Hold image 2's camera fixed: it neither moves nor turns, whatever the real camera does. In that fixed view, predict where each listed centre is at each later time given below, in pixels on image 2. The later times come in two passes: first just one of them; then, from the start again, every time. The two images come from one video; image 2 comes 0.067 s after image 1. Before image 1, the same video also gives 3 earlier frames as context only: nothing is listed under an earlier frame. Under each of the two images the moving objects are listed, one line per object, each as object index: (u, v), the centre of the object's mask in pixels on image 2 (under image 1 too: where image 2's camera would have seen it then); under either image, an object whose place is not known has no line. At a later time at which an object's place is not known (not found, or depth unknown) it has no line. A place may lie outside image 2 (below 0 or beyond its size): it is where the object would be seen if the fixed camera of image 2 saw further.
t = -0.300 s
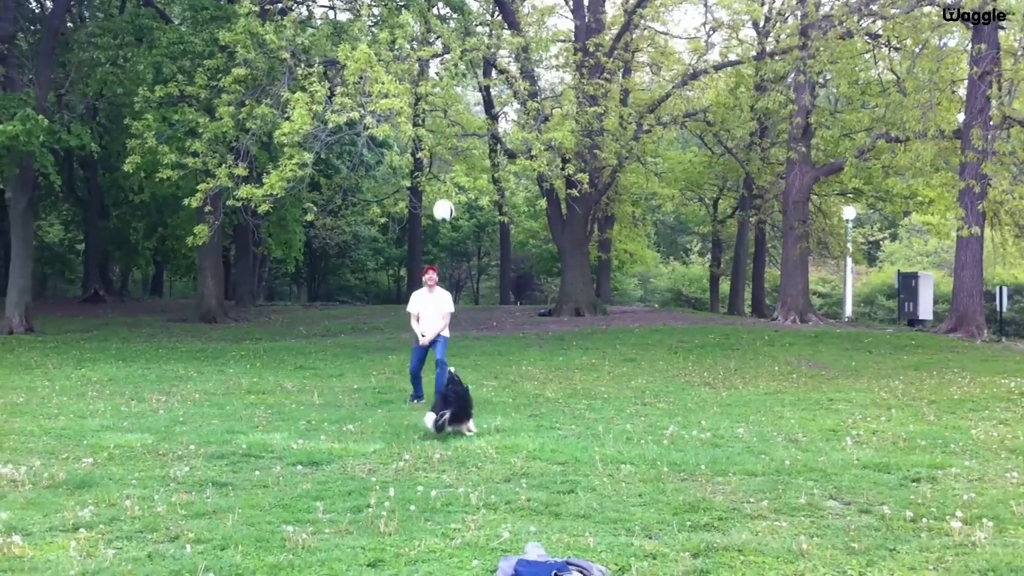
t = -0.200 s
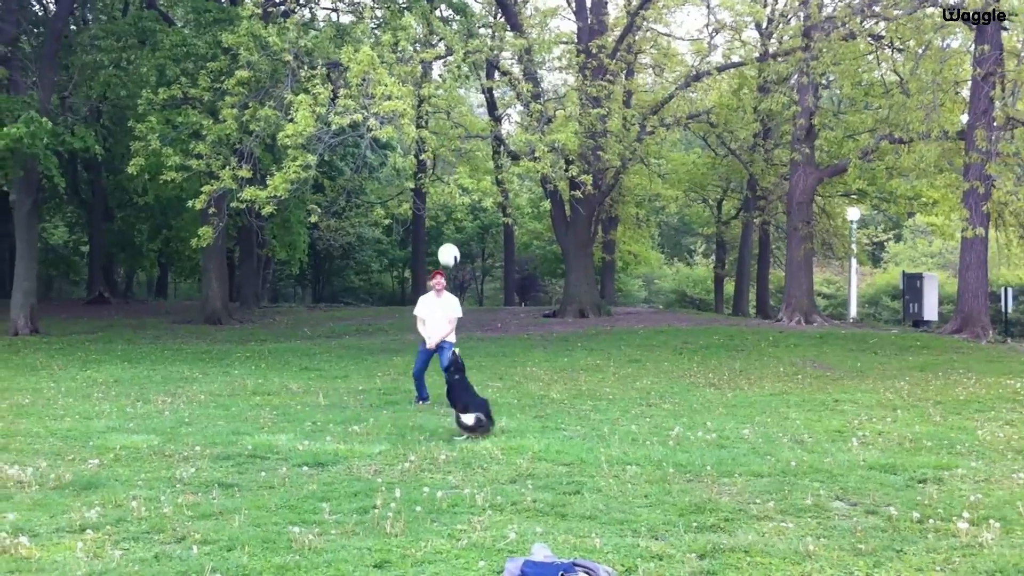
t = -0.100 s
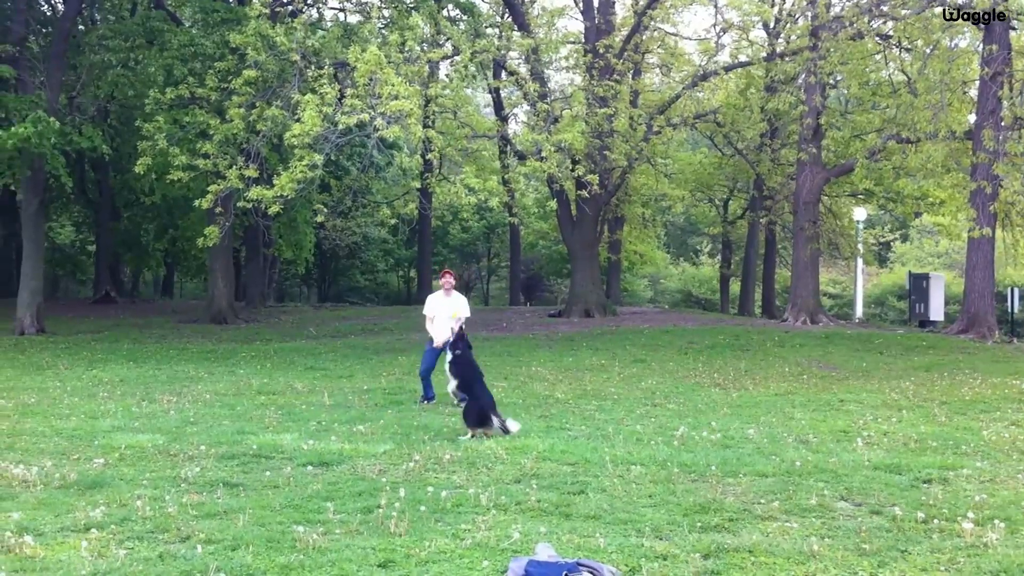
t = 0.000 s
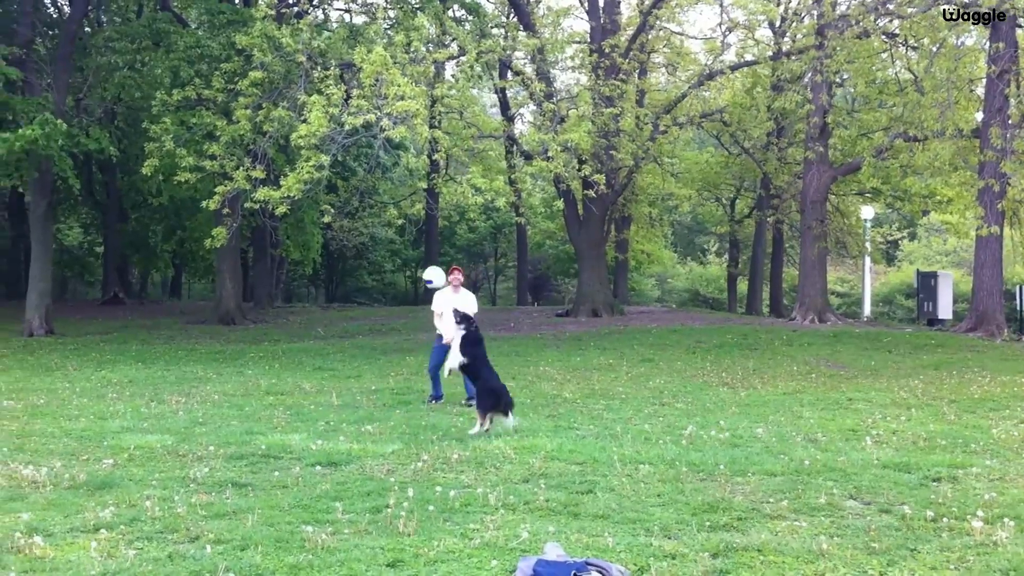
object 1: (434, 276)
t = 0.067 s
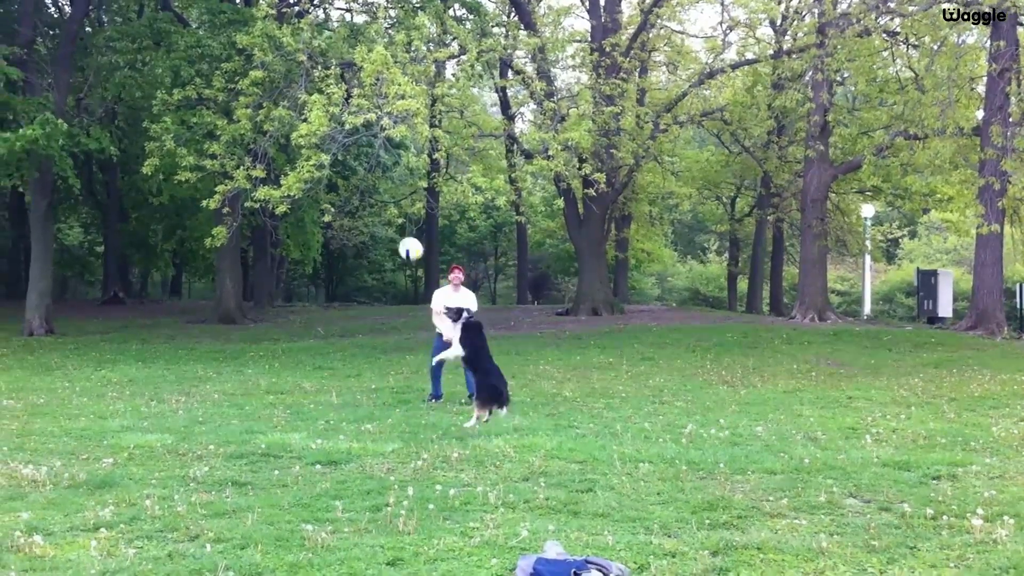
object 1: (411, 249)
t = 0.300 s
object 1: (319, 184)
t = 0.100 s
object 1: (400, 237)
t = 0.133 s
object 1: (387, 225)
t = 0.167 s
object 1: (374, 215)
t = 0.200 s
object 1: (360, 206)
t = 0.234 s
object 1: (347, 199)
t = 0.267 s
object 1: (334, 192)
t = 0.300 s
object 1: (319, 184)
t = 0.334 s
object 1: (305, 179)
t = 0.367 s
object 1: (291, 175)
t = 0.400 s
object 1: (278, 174)
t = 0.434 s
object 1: (263, 172)
